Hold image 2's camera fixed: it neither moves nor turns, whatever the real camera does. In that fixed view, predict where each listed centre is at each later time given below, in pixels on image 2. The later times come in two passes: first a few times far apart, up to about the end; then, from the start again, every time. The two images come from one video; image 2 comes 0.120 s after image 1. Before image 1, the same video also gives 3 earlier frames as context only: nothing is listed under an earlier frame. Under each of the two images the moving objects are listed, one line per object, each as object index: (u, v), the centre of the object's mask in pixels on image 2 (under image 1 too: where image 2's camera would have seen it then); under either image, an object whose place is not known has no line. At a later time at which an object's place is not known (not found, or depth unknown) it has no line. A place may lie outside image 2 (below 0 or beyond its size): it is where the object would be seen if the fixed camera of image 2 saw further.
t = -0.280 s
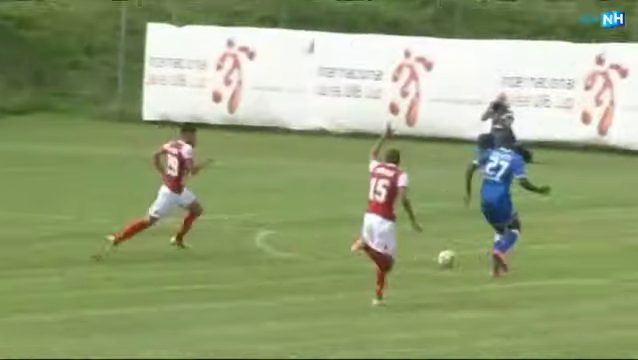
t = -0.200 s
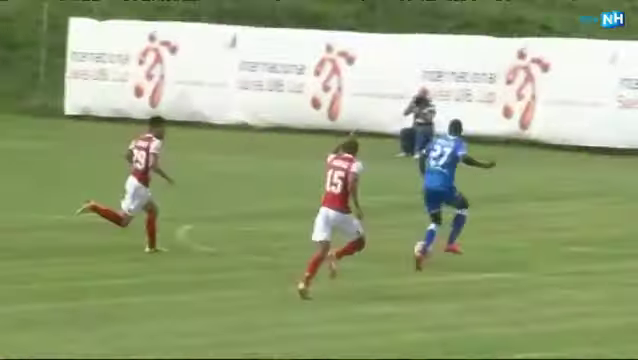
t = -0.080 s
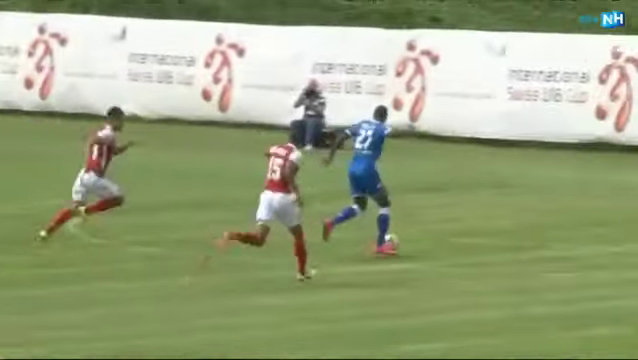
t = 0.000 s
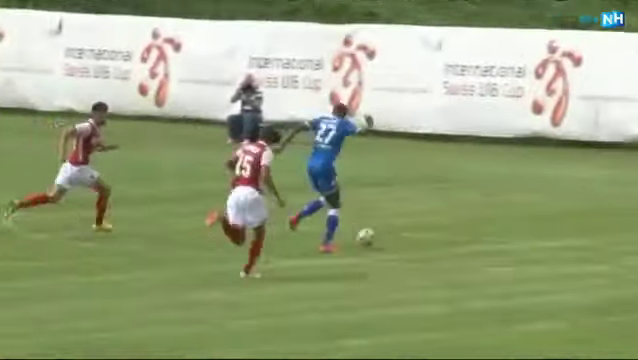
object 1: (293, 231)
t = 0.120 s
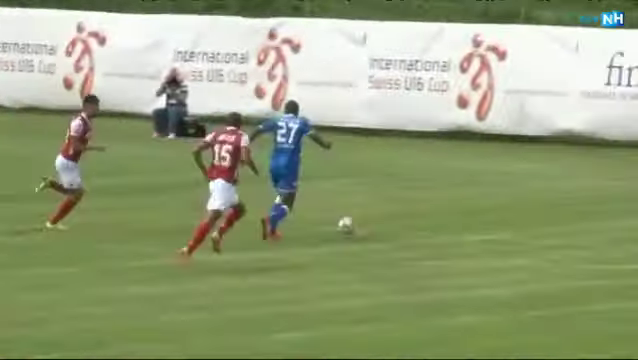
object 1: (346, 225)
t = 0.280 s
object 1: (414, 222)
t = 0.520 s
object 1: (507, 217)
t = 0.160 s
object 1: (363, 223)
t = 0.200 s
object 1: (380, 221)
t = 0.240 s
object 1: (396, 221)
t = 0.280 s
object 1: (414, 222)
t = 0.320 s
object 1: (430, 223)
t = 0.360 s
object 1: (445, 221)
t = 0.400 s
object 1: (461, 219)
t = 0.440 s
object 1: (477, 220)
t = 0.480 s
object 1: (493, 219)
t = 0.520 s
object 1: (507, 217)
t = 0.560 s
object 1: (522, 216)
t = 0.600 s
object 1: (536, 216)
